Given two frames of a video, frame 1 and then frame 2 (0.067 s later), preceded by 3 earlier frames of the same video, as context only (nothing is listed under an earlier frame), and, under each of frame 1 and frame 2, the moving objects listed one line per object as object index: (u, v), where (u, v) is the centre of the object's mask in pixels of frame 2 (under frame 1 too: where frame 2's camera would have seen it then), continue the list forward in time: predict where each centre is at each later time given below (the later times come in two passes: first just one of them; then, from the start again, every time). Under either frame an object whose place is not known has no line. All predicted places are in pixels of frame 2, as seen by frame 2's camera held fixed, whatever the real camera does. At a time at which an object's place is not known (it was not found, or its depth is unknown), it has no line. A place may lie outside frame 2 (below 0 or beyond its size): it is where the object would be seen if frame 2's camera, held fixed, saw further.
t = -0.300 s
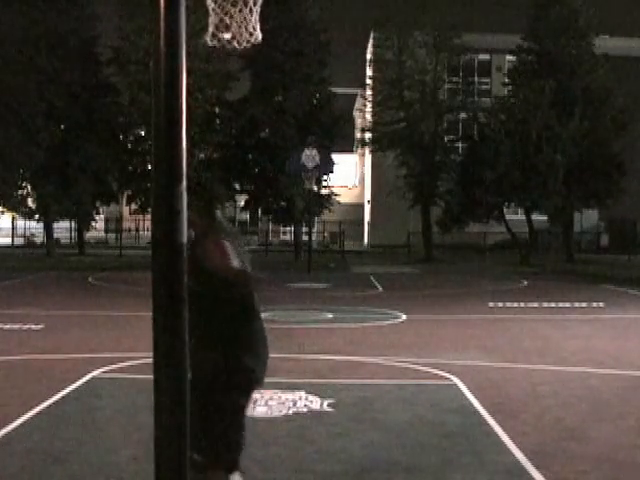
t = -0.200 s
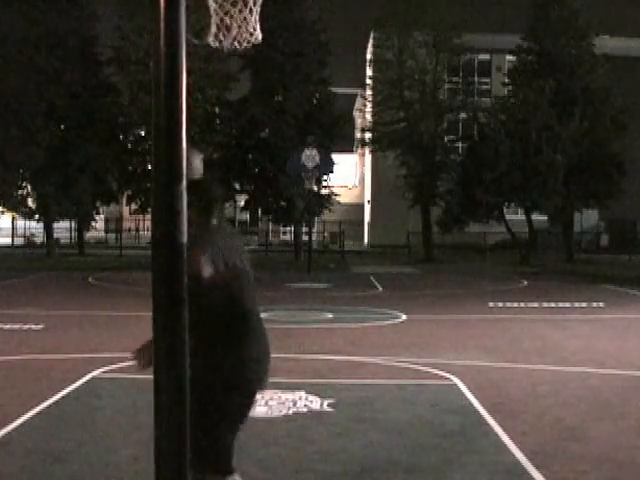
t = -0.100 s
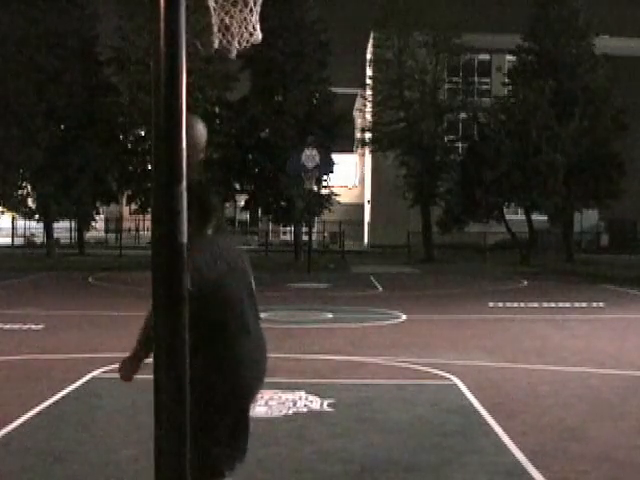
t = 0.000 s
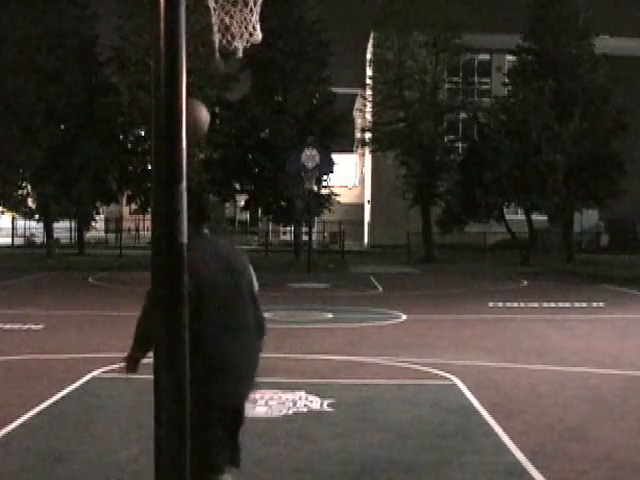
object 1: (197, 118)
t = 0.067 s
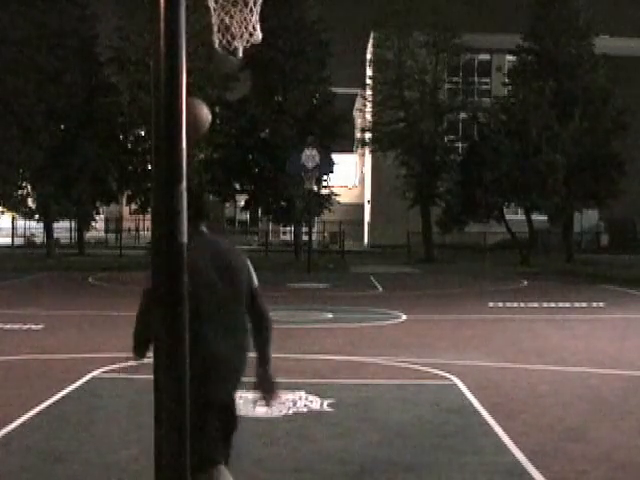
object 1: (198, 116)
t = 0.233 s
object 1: (200, 142)
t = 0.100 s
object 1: (198, 117)
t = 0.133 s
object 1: (198, 120)
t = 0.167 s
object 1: (199, 125)
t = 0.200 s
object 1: (199, 133)
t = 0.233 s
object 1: (200, 142)
